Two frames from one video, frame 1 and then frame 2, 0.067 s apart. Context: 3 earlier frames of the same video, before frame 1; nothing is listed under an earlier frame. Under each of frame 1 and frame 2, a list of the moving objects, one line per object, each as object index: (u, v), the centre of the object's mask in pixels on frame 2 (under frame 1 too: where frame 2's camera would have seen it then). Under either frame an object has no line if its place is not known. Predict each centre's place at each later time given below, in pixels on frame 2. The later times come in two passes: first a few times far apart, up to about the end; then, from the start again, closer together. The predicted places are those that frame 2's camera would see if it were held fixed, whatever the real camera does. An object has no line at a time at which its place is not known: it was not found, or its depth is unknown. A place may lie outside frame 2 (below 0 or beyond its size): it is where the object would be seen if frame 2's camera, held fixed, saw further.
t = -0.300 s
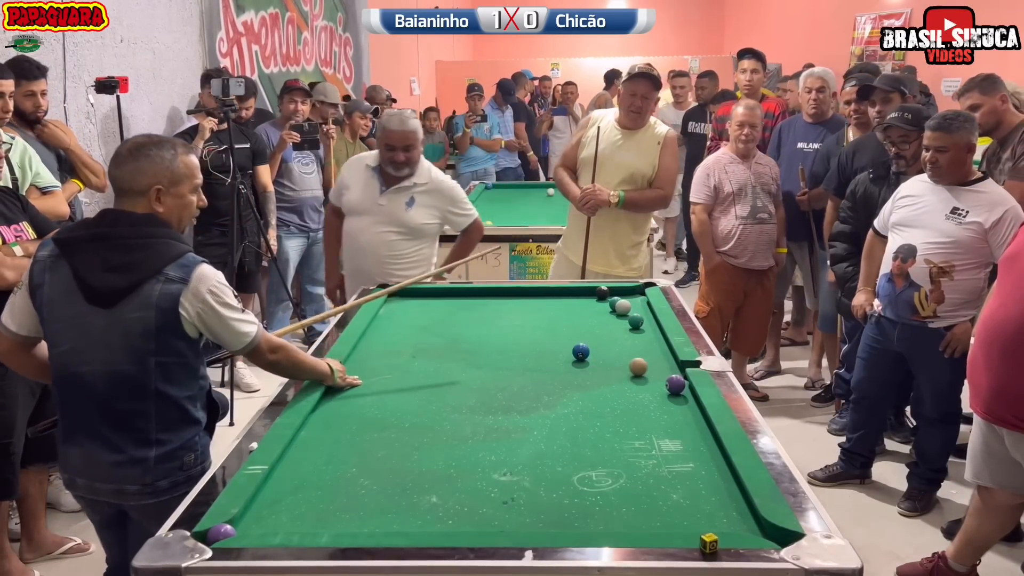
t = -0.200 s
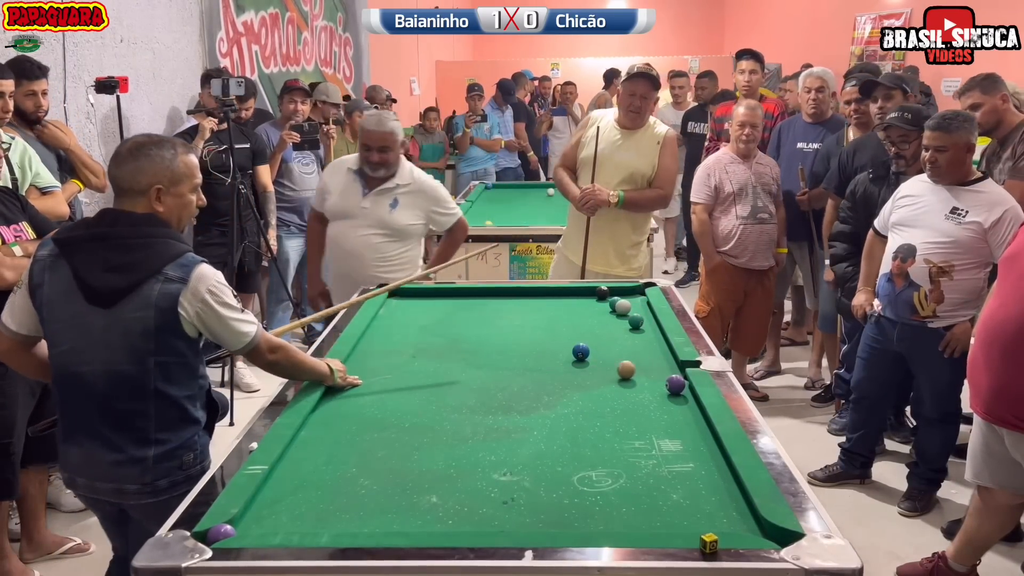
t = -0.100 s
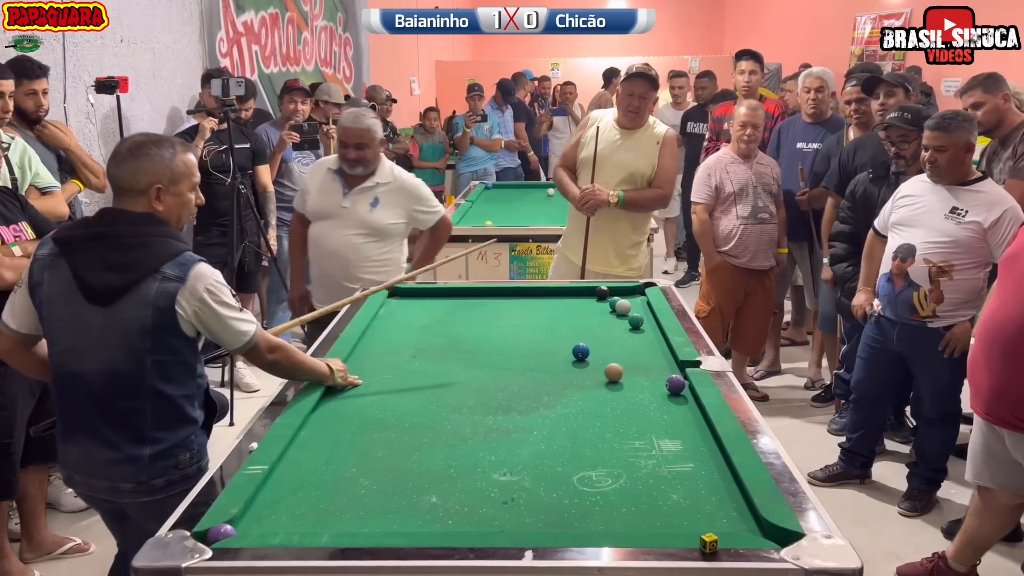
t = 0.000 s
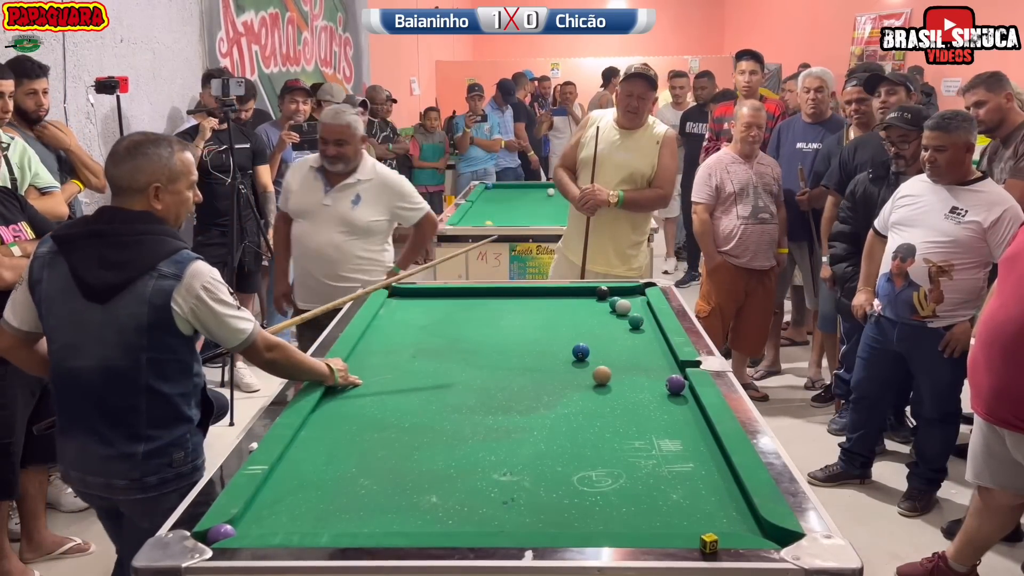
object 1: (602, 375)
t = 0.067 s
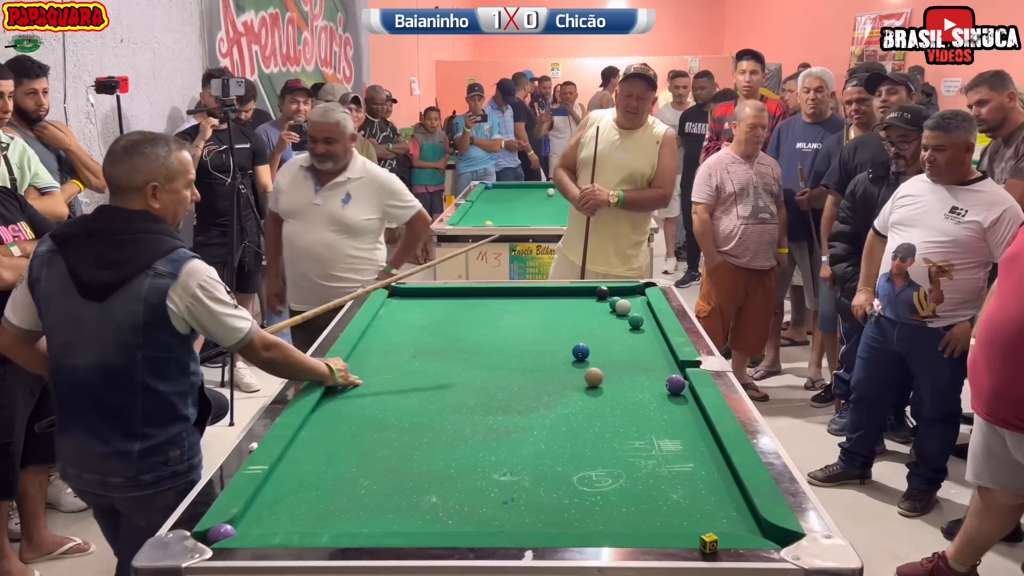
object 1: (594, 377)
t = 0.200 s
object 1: (578, 381)
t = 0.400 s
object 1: (555, 386)
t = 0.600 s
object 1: (533, 391)
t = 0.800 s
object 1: (512, 396)
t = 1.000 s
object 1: (491, 400)
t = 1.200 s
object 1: (472, 404)
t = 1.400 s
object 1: (454, 408)
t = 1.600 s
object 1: (437, 412)
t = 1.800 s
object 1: (422, 415)
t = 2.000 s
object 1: (408, 418)
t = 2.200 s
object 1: (395, 420)
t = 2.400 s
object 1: (385, 422)
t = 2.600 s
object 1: (376, 424)
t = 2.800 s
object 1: (370, 426)
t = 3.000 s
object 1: (365, 427)
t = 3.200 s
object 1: (362, 427)
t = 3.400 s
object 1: (361, 427)
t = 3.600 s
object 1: (361, 427)
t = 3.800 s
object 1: (361, 427)
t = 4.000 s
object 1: (361, 427)
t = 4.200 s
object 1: (361, 427)
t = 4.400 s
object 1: (361, 427)
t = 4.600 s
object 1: (361, 427)
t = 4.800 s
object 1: (361, 427)
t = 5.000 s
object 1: (361, 427)
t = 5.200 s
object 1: (361, 427)
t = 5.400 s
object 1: (361, 427)
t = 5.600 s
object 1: (361, 427)
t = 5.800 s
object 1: (361, 427)
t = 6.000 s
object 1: (361, 427)
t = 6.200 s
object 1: (361, 427)
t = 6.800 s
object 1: (361, 428)
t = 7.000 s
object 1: (361, 428)
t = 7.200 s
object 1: (361, 428)
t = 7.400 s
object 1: (361, 427)
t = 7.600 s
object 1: (361, 427)
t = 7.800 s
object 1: (361, 427)
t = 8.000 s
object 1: (361, 428)
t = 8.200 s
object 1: (361, 428)
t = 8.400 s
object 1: (361, 427)
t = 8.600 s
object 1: (361, 427)
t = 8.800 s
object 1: (361, 428)
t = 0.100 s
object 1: (590, 378)
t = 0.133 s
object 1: (586, 379)
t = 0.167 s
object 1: (582, 380)
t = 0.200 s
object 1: (578, 381)
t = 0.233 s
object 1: (575, 382)
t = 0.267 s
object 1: (570, 383)
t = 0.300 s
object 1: (566, 384)
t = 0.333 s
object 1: (563, 385)
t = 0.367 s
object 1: (559, 385)
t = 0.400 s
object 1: (555, 386)
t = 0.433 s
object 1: (551, 387)
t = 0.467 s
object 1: (548, 388)
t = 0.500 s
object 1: (544, 389)
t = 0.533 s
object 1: (540, 390)
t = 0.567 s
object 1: (537, 391)
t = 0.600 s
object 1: (533, 391)
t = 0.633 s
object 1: (529, 392)
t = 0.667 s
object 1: (526, 393)
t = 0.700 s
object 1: (522, 394)
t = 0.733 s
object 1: (519, 395)
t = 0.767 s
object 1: (515, 395)
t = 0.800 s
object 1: (512, 396)
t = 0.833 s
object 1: (508, 397)
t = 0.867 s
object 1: (504, 398)
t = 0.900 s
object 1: (501, 398)
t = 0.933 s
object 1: (498, 399)
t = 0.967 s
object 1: (495, 400)
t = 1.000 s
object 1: (491, 400)
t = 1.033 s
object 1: (488, 401)
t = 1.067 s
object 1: (485, 402)
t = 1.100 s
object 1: (481, 402)
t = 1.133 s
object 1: (478, 403)
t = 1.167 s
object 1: (475, 404)
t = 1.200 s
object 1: (472, 404)
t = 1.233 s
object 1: (469, 405)
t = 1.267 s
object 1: (466, 406)
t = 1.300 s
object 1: (462, 407)
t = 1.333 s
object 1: (459, 407)
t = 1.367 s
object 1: (457, 408)
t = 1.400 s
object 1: (454, 408)
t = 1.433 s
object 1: (451, 409)
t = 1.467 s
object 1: (448, 409)
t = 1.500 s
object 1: (445, 410)
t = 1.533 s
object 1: (442, 411)
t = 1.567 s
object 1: (440, 411)
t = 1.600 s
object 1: (437, 412)
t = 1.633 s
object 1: (434, 413)
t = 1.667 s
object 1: (432, 413)
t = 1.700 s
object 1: (429, 414)
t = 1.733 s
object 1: (427, 414)
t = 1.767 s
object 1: (424, 415)
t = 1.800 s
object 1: (422, 415)
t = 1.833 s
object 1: (419, 416)
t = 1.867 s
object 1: (417, 416)
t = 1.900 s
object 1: (415, 417)
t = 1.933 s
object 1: (412, 417)
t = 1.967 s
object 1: (410, 417)
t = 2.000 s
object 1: (408, 418)
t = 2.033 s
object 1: (406, 418)
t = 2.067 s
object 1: (404, 419)
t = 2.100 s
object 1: (402, 419)
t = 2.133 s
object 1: (399, 420)
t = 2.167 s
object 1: (398, 420)
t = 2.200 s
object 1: (395, 420)
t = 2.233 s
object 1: (394, 421)
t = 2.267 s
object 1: (392, 421)
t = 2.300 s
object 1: (390, 422)
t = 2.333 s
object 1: (389, 422)
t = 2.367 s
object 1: (387, 422)
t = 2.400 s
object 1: (385, 422)
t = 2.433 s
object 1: (383, 423)
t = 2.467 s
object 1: (382, 423)
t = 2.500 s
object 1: (380, 423)
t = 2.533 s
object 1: (379, 424)
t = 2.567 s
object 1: (378, 424)
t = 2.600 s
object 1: (376, 424)
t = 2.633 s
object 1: (375, 425)
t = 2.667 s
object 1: (374, 425)
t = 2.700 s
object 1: (373, 425)
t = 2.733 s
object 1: (372, 425)
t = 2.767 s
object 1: (371, 426)
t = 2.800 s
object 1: (370, 426)
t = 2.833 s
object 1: (369, 426)
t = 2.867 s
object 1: (368, 426)
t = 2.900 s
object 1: (367, 426)
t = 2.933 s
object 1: (367, 426)
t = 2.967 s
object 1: (366, 426)
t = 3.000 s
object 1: (365, 427)
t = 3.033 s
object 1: (365, 427)
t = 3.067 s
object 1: (364, 427)
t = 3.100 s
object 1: (364, 427)
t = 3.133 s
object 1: (363, 427)
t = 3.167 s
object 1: (363, 427)
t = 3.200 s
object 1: (362, 427)
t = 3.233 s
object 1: (362, 427)
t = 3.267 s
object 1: (362, 427)
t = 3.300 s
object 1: (362, 427)
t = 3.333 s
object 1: (361, 427)
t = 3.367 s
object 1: (361, 427)
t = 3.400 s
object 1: (361, 427)
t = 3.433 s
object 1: (361, 427)
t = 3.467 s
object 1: (361, 427)
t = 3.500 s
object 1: (361, 427)
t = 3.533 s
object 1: (361, 427)
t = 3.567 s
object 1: (361, 427)
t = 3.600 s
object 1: (361, 427)
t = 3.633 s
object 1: (361, 427)
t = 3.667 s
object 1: (361, 427)
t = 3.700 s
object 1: (361, 427)
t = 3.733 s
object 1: (361, 427)
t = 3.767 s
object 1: (361, 427)
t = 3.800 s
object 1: (361, 427)
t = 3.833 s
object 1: (361, 427)
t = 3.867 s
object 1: (361, 427)
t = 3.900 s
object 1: (361, 427)
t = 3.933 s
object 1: (361, 427)
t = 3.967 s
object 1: (361, 427)
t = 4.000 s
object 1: (361, 427)
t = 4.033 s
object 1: (361, 427)
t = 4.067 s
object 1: (361, 427)
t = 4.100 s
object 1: (361, 427)
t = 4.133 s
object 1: (361, 427)
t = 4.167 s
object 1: (361, 427)
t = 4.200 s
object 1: (361, 427)
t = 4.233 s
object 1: (361, 427)
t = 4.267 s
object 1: (361, 427)
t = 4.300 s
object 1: (361, 427)
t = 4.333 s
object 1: (361, 427)
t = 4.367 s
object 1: (361, 427)
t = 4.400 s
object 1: (361, 427)
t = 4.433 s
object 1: (361, 427)
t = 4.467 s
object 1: (361, 427)
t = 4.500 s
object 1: (361, 427)
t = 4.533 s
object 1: (361, 427)
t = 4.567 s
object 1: (361, 427)
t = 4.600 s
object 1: (361, 427)
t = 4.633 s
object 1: (361, 427)
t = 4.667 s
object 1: (361, 427)
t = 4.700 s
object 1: (361, 427)
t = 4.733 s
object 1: (361, 427)
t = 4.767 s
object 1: (361, 427)
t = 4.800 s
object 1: (361, 427)
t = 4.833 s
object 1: (361, 427)
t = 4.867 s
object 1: (361, 427)
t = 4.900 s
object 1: (361, 427)
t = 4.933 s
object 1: (361, 427)
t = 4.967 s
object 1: (361, 427)
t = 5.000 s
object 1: (361, 427)
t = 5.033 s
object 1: (361, 427)
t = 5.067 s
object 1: (361, 427)
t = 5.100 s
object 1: (361, 427)
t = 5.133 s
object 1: (361, 427)
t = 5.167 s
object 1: (361, 427)
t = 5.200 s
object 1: (361, 427)
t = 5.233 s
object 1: (361, 427)
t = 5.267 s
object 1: (361, 427)
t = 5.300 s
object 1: (361, 427)
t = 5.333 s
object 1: (361, 427)
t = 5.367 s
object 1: (361, 427)
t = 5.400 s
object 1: (361, 427)
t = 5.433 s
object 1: (361, 427)
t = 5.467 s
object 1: (361, 427)
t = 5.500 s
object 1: (361, 427)
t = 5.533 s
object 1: (361, 427)
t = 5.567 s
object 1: (361, 427)
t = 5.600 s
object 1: (361, 427)
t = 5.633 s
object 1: (361, 427)
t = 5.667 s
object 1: (361, 427)
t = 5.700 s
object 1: (361, 427)
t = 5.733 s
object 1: (361, 427)
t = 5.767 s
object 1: (361, 427)
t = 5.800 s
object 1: (361, 427)
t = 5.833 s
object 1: (361, 427)
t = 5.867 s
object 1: (361, 427)
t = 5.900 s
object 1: (361, 427)
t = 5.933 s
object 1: (361, 427)
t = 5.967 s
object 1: (361, 428)
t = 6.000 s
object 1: (361, 427)
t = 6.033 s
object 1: (361, 427)
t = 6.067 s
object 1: (361, 427)
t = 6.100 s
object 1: (361, 427)
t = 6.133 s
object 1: (361, 427)
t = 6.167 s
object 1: (361, 428)
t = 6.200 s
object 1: (361, 427)
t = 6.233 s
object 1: (361, 427)
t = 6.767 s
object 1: (361, 428)
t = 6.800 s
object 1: (361, 428)
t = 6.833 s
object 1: (361, 428)
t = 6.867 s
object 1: (361, 428)
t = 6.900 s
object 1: (361, 428)
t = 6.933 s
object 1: (361, 428)
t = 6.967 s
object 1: (361, 428)
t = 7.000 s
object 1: (361, 428)
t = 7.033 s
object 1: (361, 428)
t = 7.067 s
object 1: (361, 428)
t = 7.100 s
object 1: (361, 428)
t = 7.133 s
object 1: (361, 428)
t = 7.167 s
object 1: (361, 428)
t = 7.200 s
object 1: (361, 428)
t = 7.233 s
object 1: (361, 428)
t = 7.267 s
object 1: (361, 428)
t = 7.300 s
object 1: (361, 428)
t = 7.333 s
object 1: (361, 428)
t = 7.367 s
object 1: (361, 428)
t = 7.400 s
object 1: (361, 427)
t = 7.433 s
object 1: (361, 427)
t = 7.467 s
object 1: (361, 428)
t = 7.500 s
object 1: (361, 428)
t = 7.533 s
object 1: (361, 427)
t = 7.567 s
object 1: (361, 427)
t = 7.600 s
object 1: (361, 427)
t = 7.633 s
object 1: (361, 427)
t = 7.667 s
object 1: (361, 427)
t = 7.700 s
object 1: (361, 427)
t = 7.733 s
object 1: (361, 427)
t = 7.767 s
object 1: (361, 427)
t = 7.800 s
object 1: (361, 427)
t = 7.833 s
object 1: (361, 428)
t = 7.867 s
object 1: (361, 428)
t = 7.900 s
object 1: (361, 428)
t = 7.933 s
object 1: (361, 428)
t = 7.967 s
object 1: (361, 428)
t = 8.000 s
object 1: (361, 428)
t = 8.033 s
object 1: (361, 428)
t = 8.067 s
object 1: (361, 428)
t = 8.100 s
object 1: (361, 428)
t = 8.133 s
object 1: (361, 428)
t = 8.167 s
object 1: (361, 428)
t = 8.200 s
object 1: (361, 428)
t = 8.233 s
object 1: (361, 428)
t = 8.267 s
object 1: (361, 428)
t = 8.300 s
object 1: (361, 428)
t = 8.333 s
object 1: (361, 428)
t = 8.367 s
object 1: (361, 427)
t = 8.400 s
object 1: (361, 427)
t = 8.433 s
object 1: (361, 427)
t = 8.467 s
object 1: (361, 427)
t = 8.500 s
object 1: (361, 427)
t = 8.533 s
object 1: (361, 427)
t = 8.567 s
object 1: (361, 427)
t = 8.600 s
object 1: (361, 427)
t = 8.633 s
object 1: (361, 427)
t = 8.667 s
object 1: (361, 427)
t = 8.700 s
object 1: (361, 427)
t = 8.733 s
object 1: (361, 427)
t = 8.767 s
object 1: (361, 427)
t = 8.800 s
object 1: (361, 428)
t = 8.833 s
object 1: (361, 427)
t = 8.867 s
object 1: (361, 428)
